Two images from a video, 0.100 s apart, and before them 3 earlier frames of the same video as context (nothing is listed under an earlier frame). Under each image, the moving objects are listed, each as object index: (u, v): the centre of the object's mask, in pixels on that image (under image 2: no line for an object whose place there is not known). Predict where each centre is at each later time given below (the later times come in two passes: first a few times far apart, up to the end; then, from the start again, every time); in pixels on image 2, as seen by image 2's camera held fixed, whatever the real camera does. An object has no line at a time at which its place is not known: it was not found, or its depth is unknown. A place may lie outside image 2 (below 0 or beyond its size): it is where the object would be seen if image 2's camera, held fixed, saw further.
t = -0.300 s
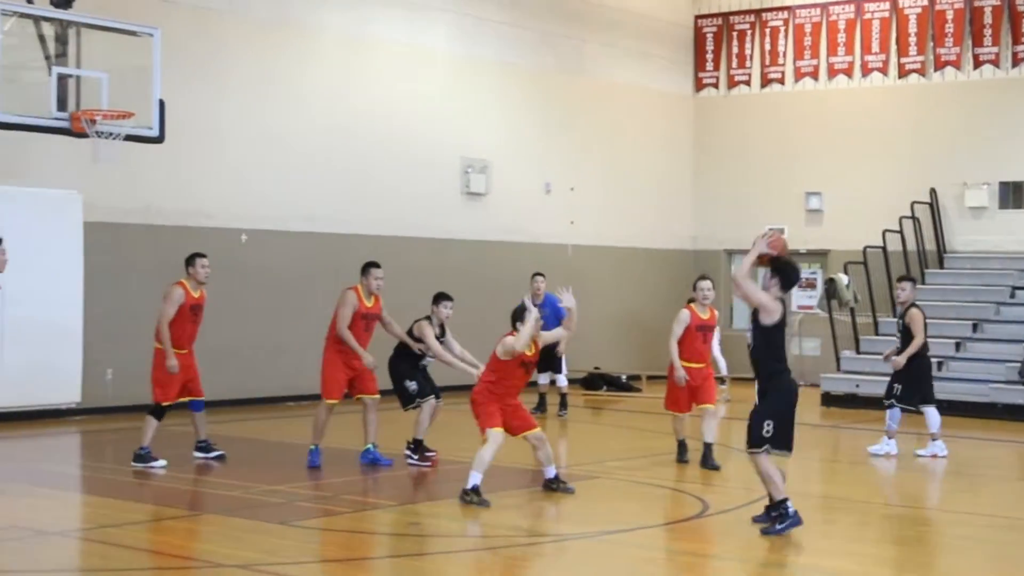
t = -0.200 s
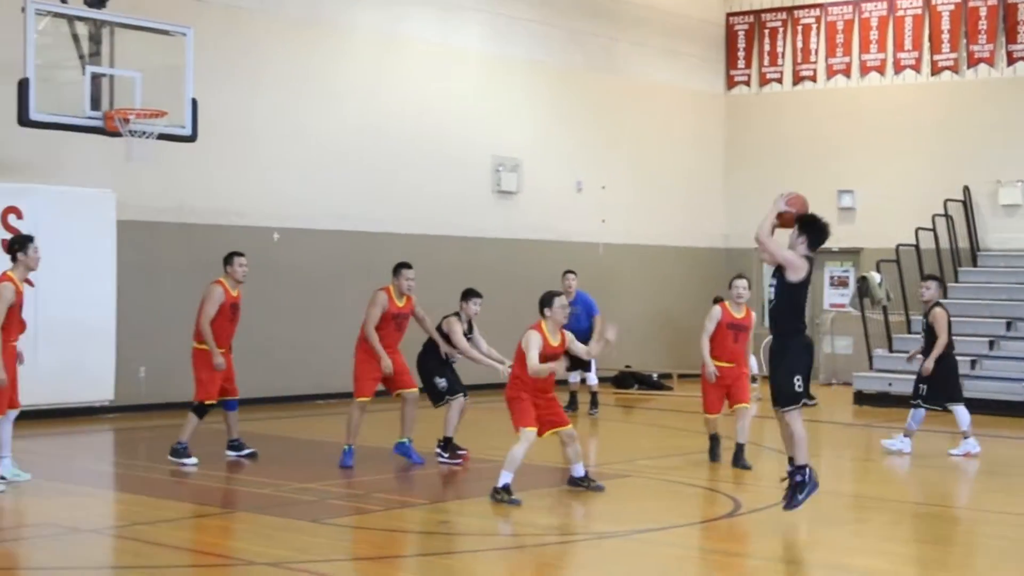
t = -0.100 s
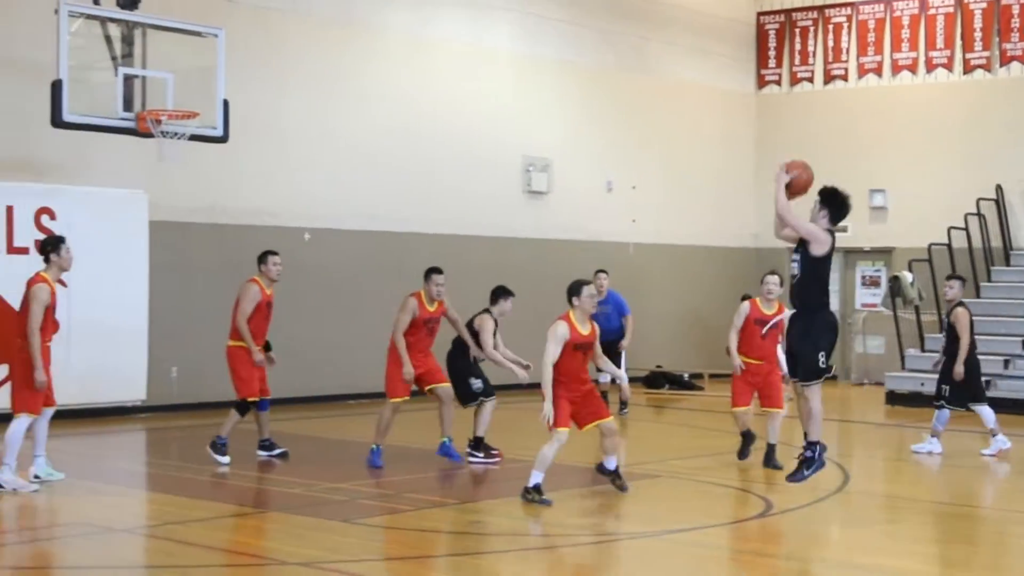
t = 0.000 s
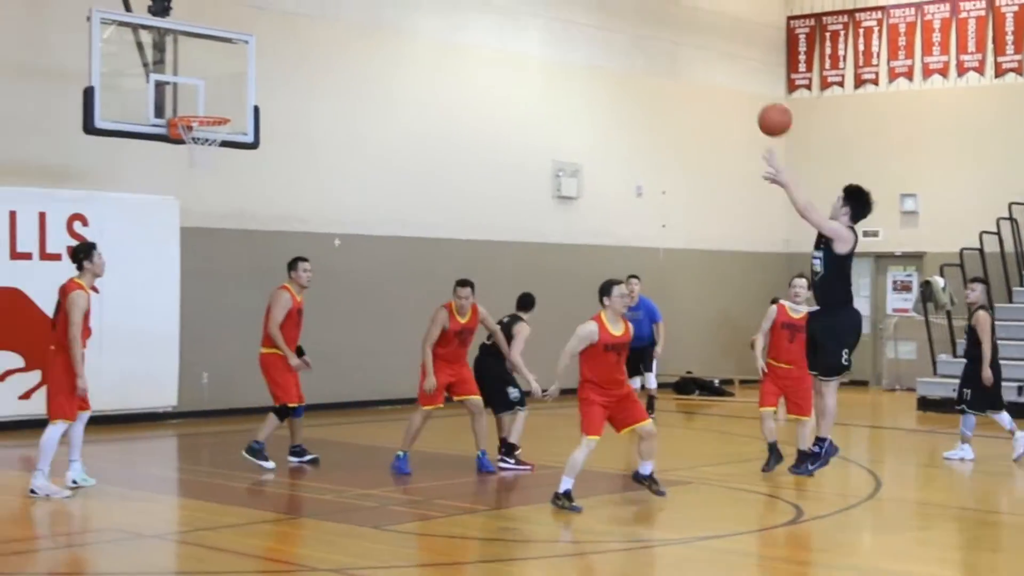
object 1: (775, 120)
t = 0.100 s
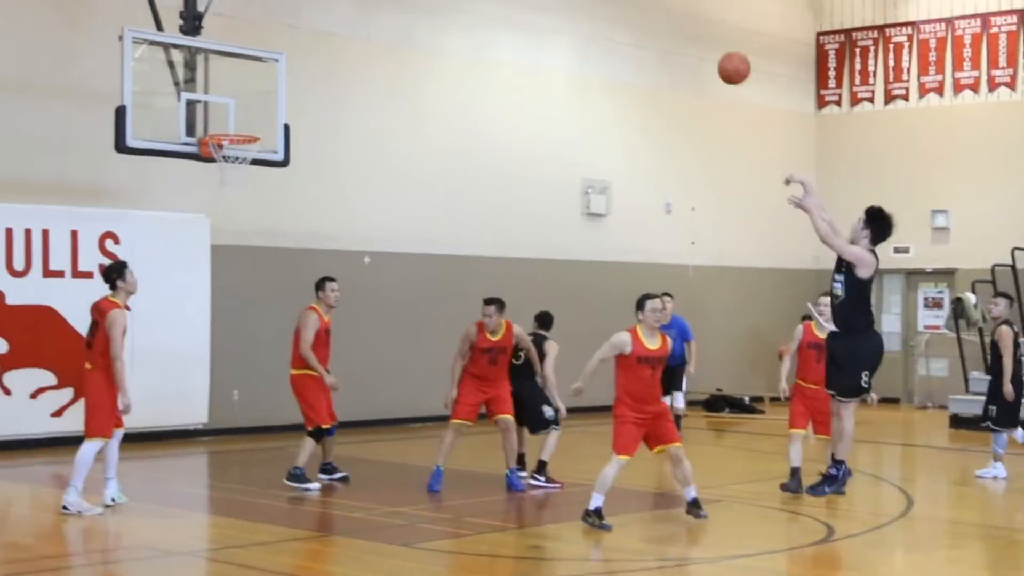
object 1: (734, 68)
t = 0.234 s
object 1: (648, 6)
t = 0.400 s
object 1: (549, -33)
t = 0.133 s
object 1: (711, 50)
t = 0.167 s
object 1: (690, 33)
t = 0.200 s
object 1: (669, 19)
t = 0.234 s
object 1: (648, 6)
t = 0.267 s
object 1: (627, -5)
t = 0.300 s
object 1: (607, -14)
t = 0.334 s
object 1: (588, -22)
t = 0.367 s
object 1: (568, -28)
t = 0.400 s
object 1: (549, -33)
